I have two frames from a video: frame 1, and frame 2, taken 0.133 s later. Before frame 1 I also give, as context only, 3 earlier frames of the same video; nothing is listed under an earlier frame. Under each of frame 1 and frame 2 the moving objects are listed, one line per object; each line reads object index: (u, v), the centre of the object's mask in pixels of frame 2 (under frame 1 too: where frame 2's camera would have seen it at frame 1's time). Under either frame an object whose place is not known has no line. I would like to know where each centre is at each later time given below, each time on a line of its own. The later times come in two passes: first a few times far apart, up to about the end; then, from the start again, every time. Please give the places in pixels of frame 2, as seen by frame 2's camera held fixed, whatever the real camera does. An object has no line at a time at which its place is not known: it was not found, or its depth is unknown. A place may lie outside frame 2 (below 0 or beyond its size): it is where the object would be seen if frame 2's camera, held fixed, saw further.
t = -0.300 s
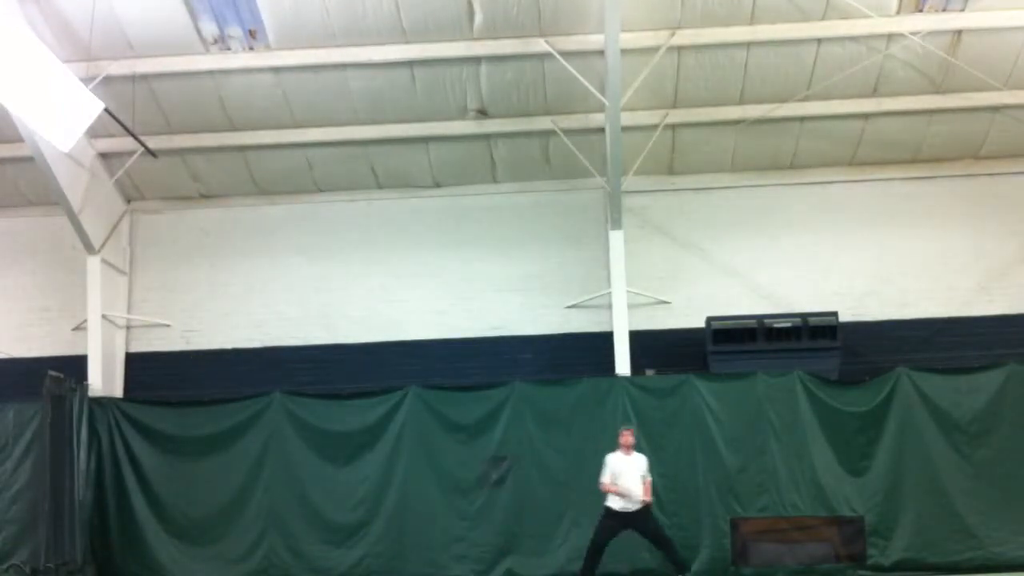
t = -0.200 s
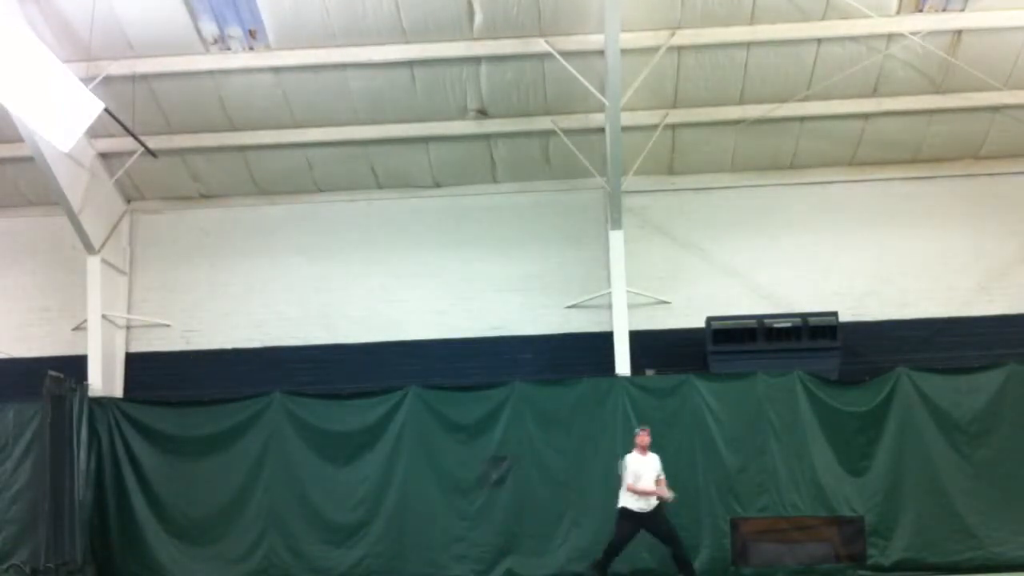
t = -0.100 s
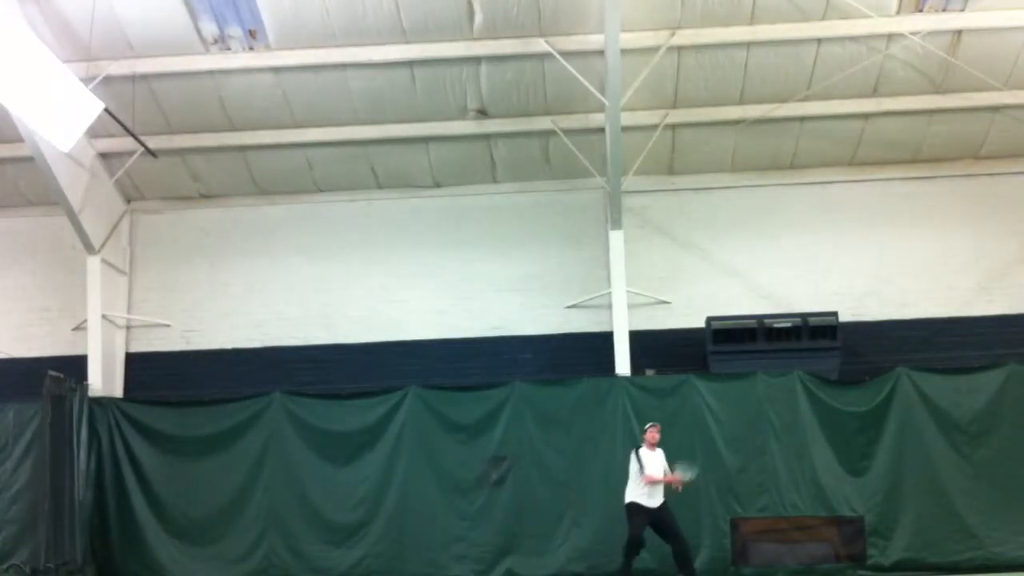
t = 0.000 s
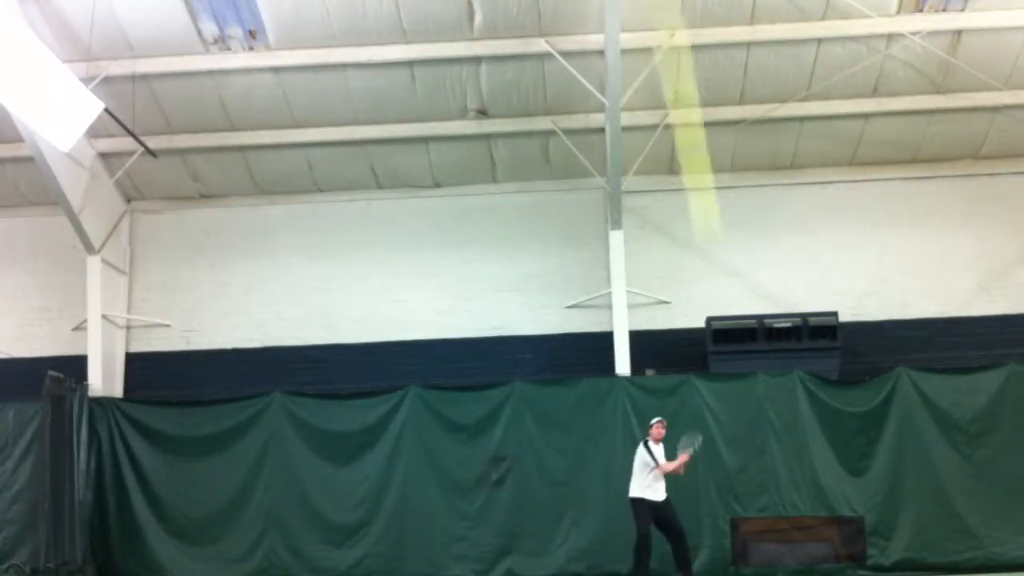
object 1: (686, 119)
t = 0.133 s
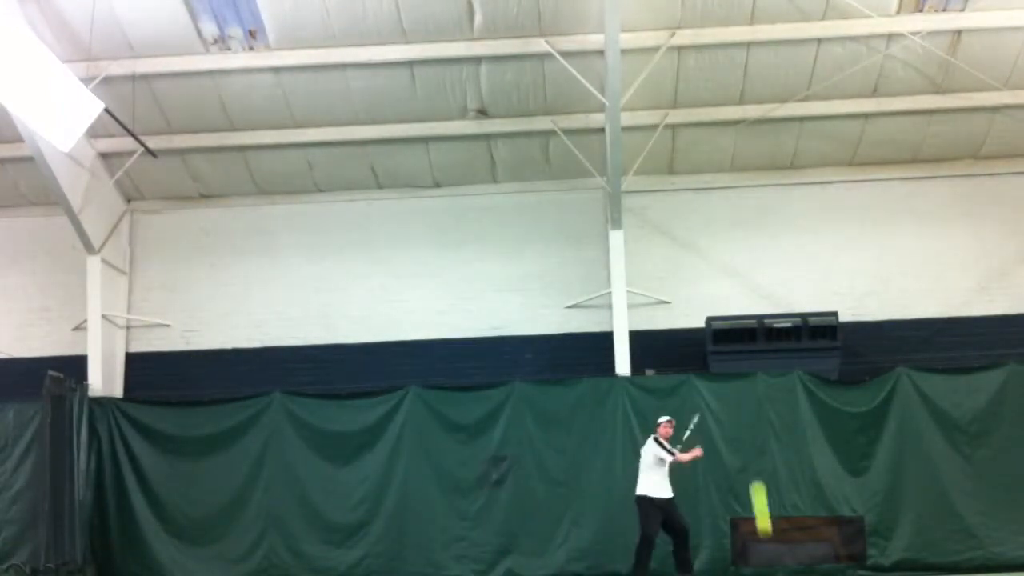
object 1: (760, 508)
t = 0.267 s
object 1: (773, 536)
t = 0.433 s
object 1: (776, 489)
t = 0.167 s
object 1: (768, 551)
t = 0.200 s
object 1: (773, 569)
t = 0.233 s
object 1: (773, 555)
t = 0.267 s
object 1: (773, 536)
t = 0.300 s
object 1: (774, 520)
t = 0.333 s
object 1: (774, 508)
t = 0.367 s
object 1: (775, 500)
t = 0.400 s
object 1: (776, 493)
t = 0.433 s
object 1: (776, 489)
